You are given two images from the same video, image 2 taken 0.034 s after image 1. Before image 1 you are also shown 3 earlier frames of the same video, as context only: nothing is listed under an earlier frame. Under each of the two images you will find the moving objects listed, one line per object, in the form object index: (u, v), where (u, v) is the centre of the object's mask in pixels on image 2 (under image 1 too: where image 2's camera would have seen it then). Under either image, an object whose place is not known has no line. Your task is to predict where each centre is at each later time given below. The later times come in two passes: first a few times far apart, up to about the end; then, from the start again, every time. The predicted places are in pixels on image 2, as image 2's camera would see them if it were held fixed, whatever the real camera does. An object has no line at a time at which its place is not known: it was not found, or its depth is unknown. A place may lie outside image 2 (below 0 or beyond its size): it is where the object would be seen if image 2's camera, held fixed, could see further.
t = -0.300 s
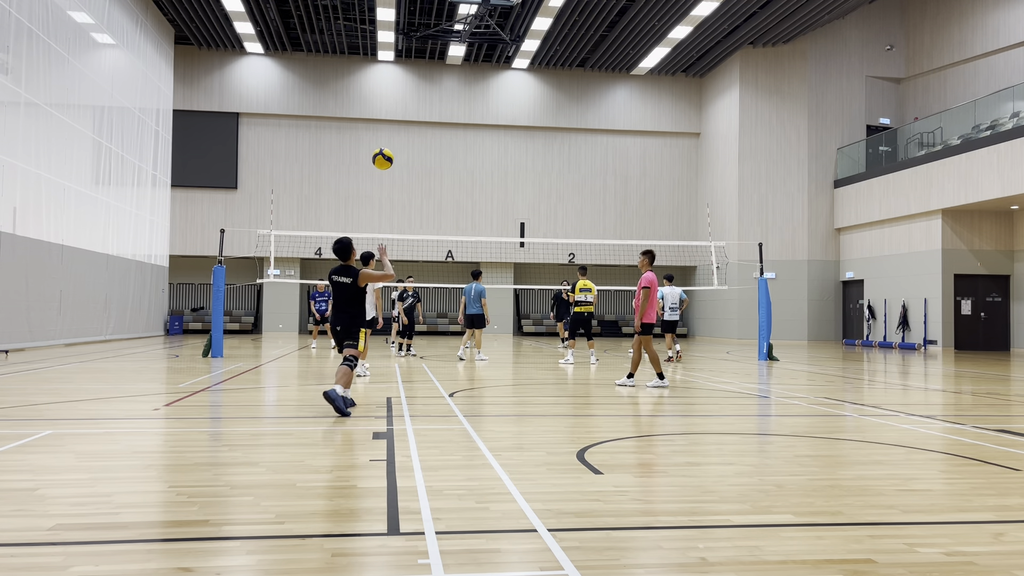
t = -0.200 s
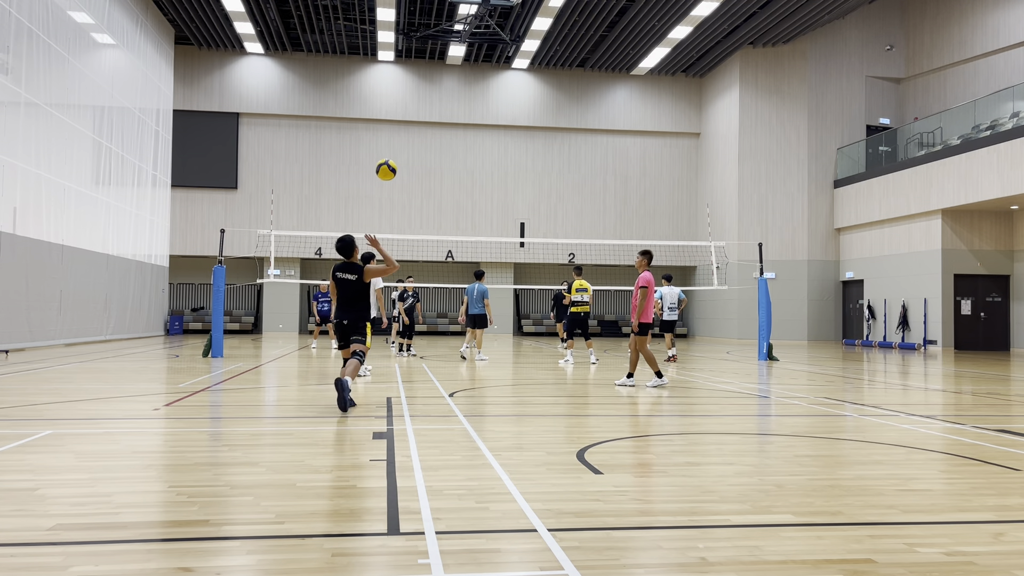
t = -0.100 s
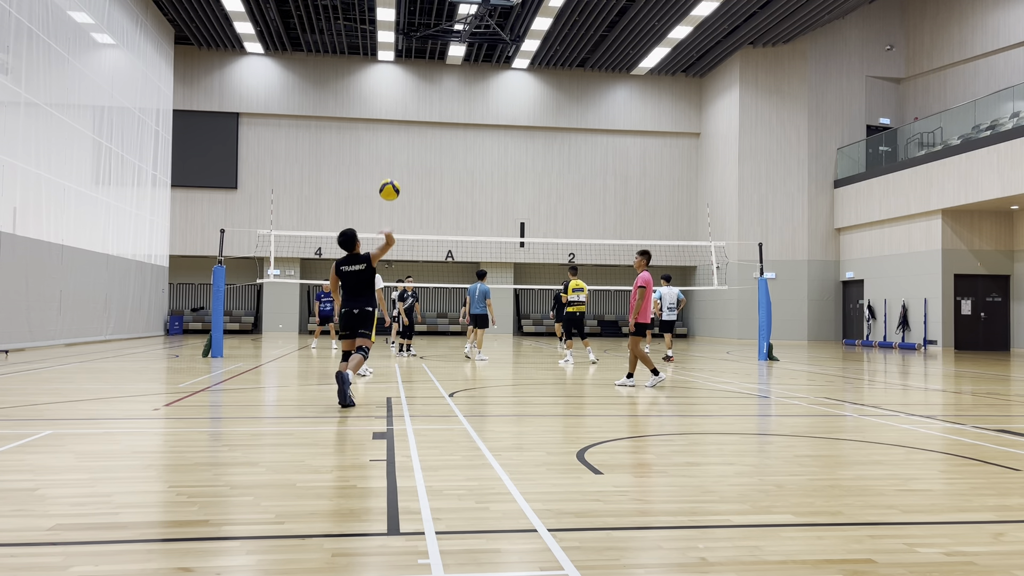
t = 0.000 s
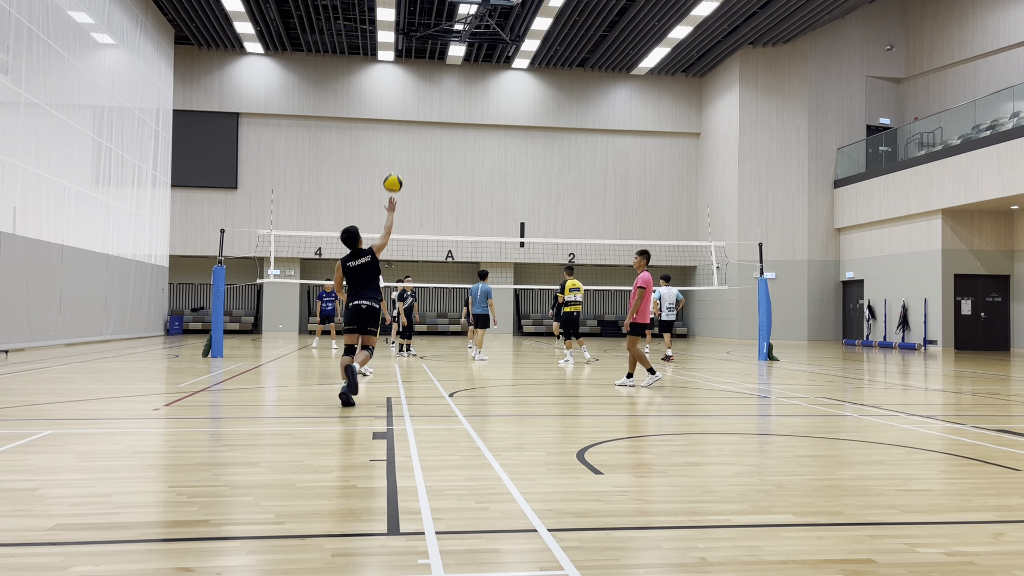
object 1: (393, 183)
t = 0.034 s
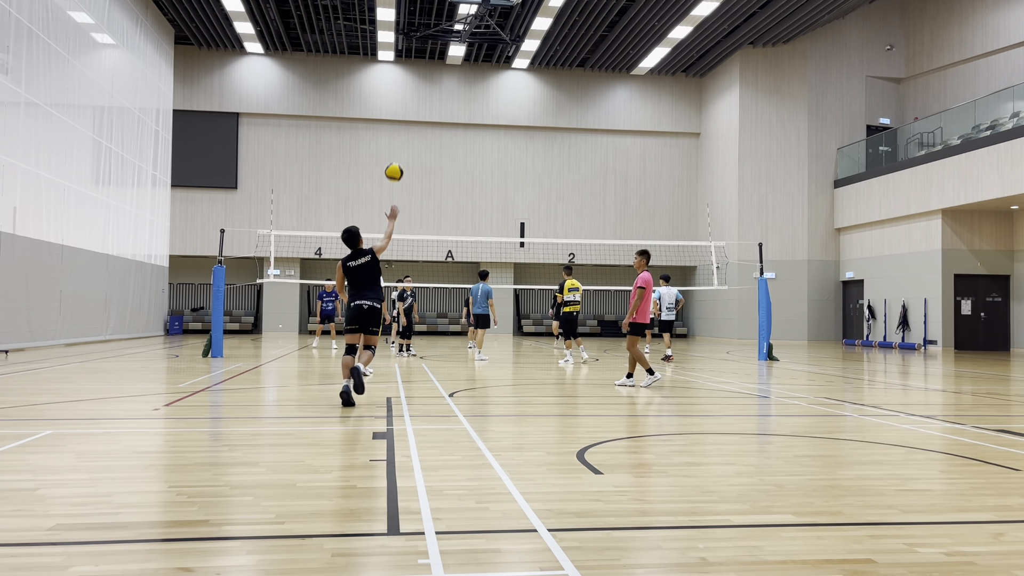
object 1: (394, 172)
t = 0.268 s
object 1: (401, 138)
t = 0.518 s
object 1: (404, 151)
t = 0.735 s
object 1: (406, 183)
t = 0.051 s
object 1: (394, 167)
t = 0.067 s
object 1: (395, 163)
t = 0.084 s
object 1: (396, 159)
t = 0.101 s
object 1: (396, 156)
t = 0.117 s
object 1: (396, 152)
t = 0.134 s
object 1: (397, 150)
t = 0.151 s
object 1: (398, 147)
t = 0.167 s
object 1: (398, 145)
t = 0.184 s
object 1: (399, 143)
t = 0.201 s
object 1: (399, 142)
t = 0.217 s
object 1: (400, 141)
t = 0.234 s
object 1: (400, 140)
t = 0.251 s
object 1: (401, 139)
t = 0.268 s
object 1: (401, 138)
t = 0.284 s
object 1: (402, 138)
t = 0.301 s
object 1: (402, 138)
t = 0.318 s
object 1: (402, 138)
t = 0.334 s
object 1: (403, 138)
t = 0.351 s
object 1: (403, 139)
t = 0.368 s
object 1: (403, 139)
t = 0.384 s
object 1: (403, 140)
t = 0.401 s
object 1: (403, 141)
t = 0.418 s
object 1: (403, 142)
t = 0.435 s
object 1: (403, 143)
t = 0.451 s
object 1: (403, 145)
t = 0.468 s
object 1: (403, 146)
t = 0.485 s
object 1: (403, 148)
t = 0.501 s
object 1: (404, 149)
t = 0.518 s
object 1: (404, 151)
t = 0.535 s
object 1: (404, 153)
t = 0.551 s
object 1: (404, 155)
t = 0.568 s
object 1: (404, 157)
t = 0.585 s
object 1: (404, 159)
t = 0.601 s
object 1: (404, 161)
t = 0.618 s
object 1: (405, 164)
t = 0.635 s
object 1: (405, 166)
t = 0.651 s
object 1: (405, 169)
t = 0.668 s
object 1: (405, 171)
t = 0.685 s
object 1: (405, 174)
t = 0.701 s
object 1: (406, 177)
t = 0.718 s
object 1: (406, 180)
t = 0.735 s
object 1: (406, 183)
